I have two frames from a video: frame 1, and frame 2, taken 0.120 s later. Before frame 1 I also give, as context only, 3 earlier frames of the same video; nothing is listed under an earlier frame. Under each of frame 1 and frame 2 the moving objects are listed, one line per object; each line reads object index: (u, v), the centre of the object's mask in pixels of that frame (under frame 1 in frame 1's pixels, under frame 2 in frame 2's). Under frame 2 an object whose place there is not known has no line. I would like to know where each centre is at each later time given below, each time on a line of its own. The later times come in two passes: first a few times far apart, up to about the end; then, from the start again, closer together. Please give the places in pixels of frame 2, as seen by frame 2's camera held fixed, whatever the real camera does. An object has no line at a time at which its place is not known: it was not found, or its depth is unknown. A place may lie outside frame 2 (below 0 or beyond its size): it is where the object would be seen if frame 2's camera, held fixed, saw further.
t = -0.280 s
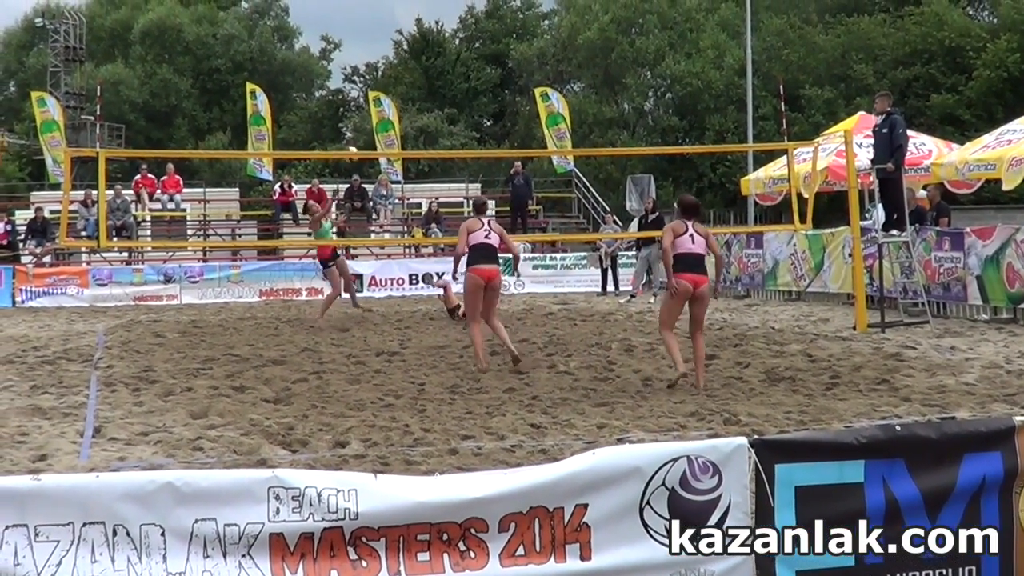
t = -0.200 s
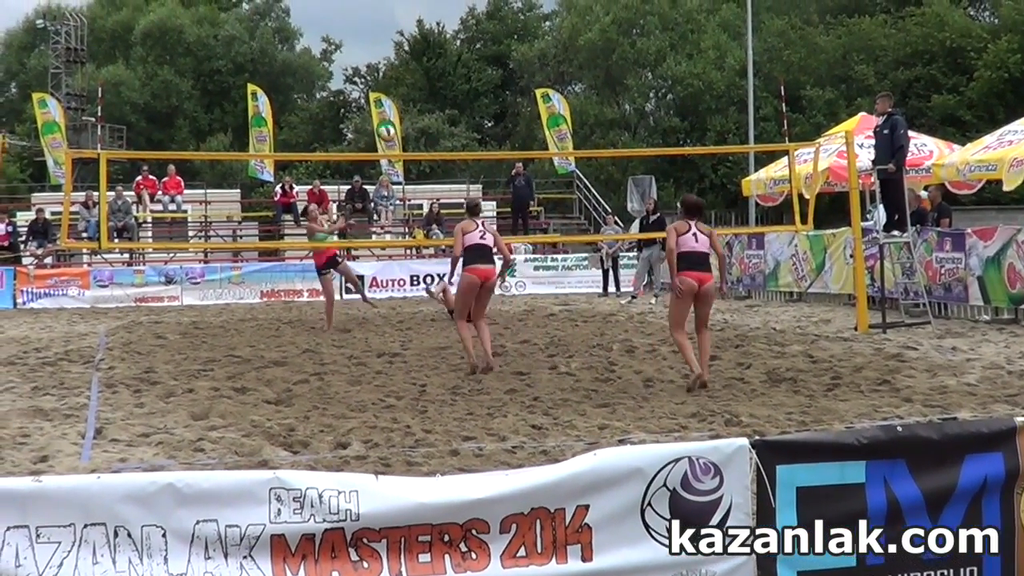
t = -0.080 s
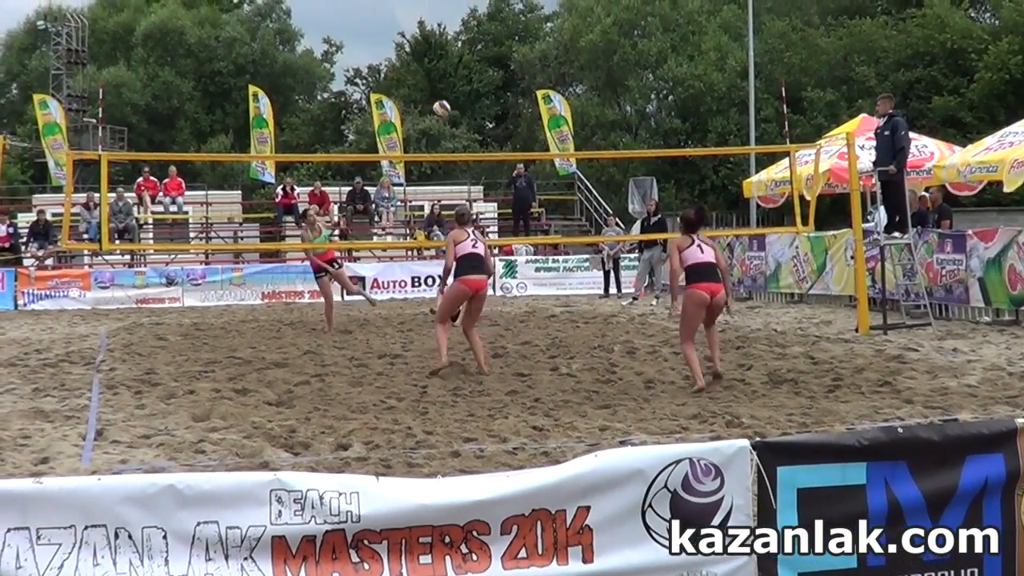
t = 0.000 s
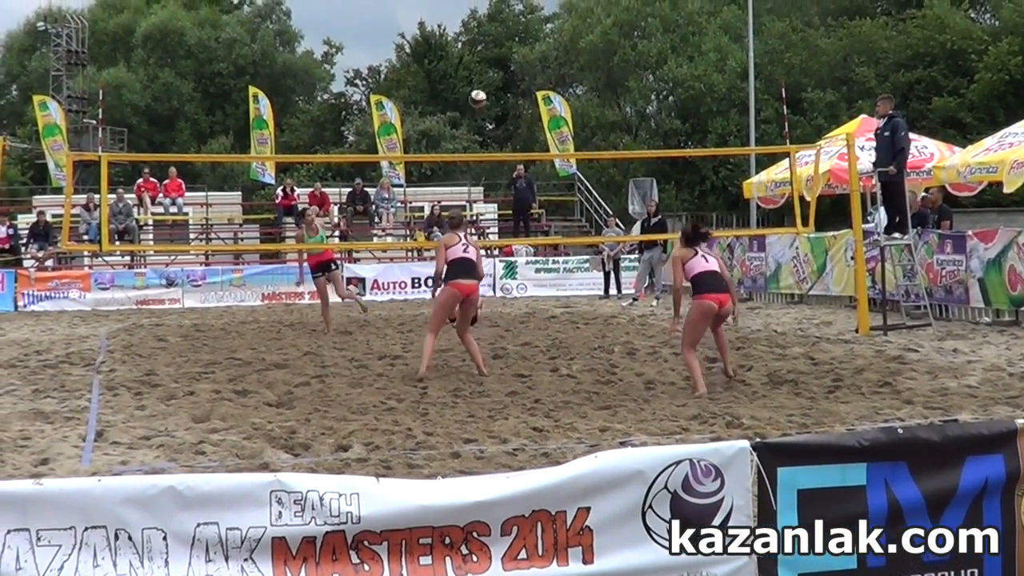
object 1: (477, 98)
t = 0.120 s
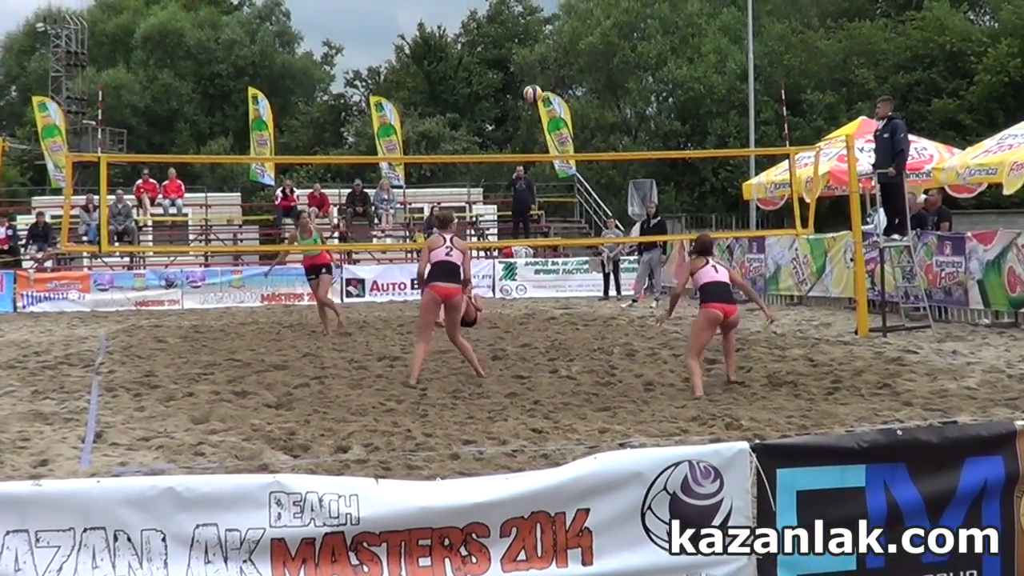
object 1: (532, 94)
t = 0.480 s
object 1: (708, 147)
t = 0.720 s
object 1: (825, 250)
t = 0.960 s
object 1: (913, 339)
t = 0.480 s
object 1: (708, 147)
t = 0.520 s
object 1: (727, 161)
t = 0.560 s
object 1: (746, 176)
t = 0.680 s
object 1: (806, 230)
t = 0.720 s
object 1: (825, 250)
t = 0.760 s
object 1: (844, 274)
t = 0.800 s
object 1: (865, 299)
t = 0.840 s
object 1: (885, 325)
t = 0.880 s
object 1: (899, 344)
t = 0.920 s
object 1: (906, 341)
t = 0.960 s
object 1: (913, 339)
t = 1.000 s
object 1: (919, 339)
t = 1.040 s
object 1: (927, 342)
